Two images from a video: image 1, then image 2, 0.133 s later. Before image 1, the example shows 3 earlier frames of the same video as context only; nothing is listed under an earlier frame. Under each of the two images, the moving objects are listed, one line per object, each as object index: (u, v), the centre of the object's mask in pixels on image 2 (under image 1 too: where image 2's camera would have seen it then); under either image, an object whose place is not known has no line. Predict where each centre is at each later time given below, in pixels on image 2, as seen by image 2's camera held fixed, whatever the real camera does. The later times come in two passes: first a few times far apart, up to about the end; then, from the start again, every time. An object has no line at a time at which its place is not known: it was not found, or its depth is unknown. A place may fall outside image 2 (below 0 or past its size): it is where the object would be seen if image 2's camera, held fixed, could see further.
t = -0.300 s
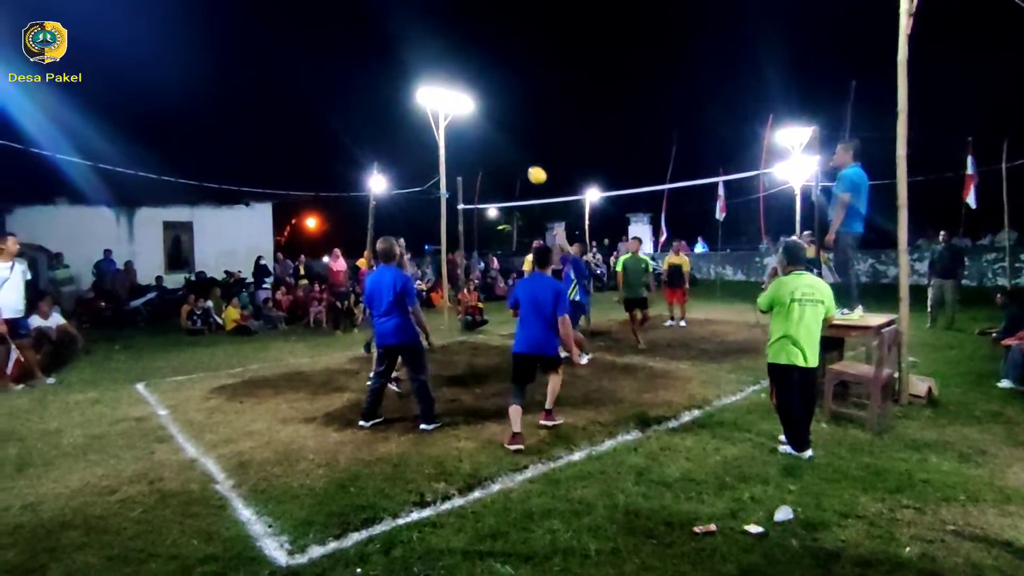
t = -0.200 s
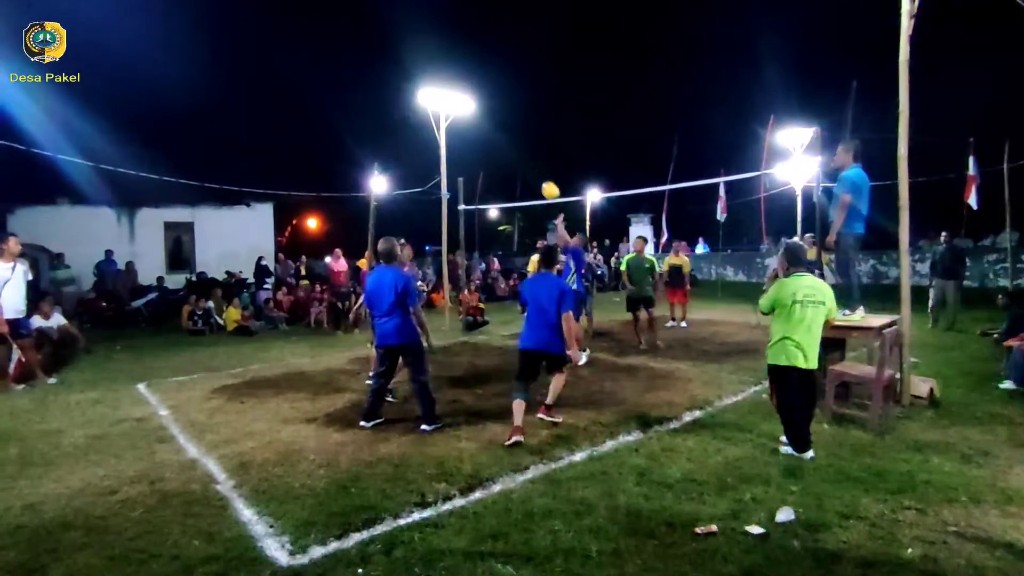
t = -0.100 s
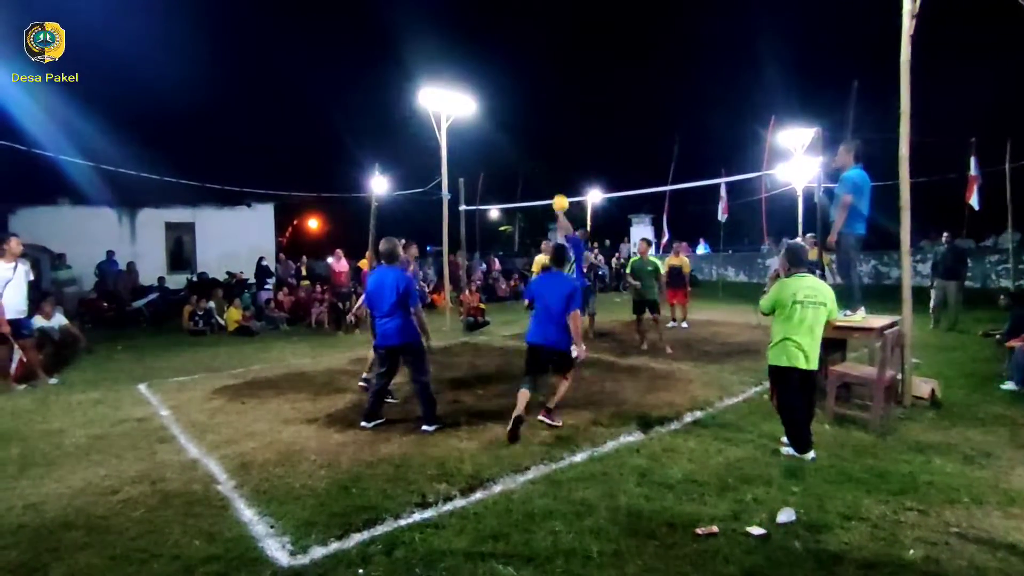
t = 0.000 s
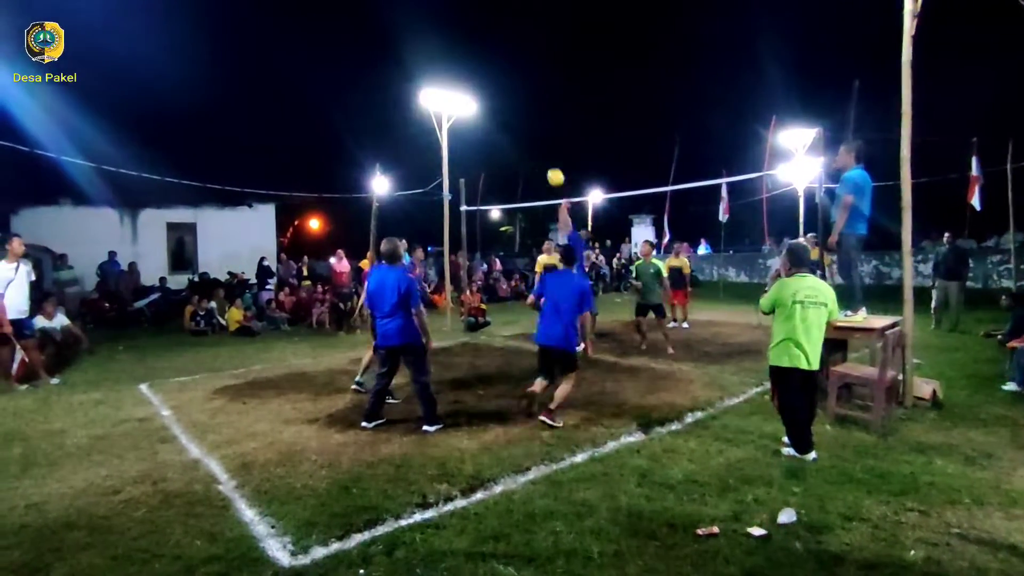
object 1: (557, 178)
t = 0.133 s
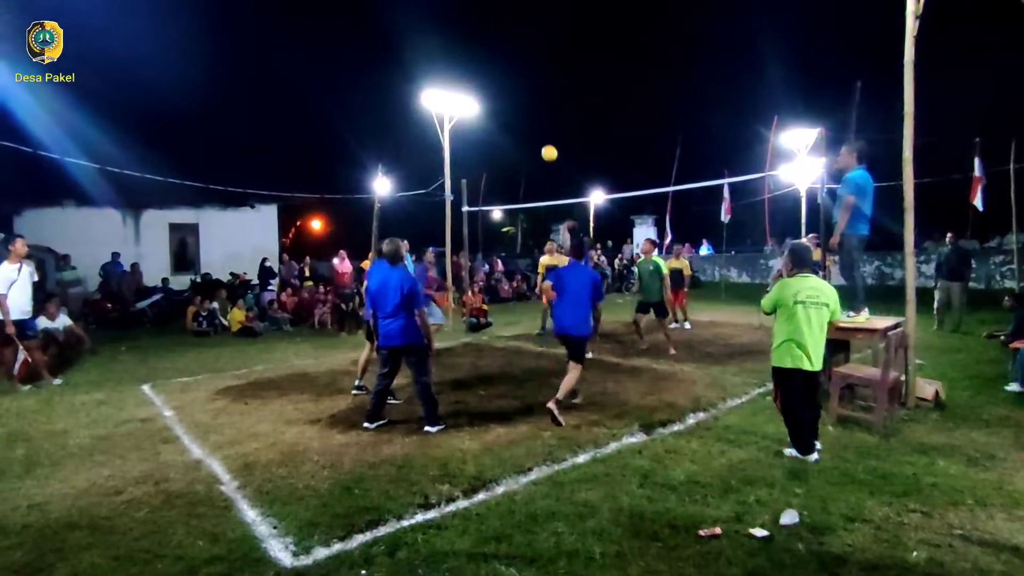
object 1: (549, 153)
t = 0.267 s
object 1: (542, 141)
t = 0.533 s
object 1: (529, 154)
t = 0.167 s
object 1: (547, 149)
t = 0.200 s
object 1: (545, 146)
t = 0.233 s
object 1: (544, 143)
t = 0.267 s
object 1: (542, 141)
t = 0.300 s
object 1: (540, 140)
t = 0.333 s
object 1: (538, 140)
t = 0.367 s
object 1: (536, 140)
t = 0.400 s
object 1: (535, 141)
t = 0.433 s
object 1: (533, 144)
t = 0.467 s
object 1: (531, 146)
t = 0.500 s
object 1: (530, 149)
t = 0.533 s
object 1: (529, 154)
